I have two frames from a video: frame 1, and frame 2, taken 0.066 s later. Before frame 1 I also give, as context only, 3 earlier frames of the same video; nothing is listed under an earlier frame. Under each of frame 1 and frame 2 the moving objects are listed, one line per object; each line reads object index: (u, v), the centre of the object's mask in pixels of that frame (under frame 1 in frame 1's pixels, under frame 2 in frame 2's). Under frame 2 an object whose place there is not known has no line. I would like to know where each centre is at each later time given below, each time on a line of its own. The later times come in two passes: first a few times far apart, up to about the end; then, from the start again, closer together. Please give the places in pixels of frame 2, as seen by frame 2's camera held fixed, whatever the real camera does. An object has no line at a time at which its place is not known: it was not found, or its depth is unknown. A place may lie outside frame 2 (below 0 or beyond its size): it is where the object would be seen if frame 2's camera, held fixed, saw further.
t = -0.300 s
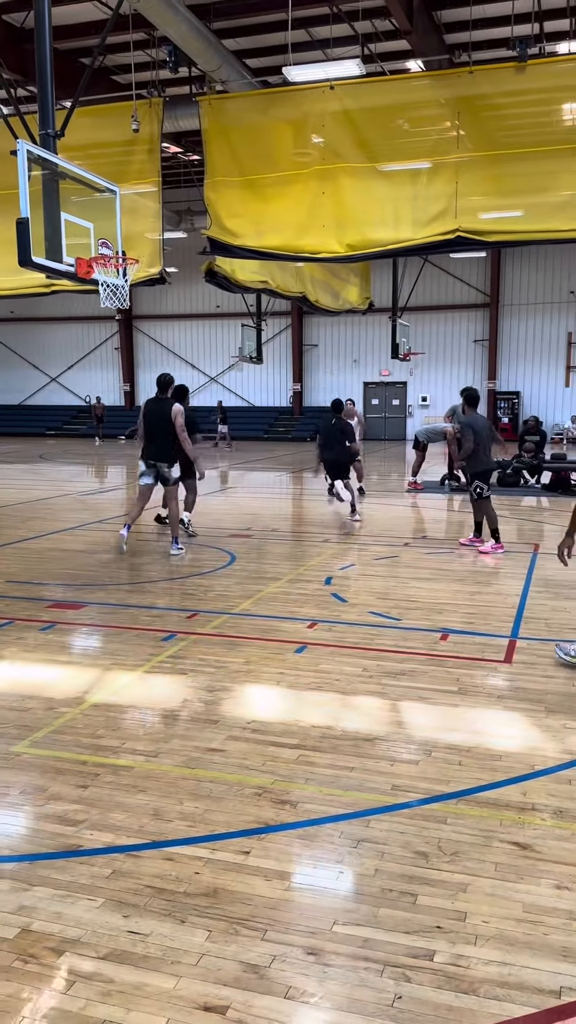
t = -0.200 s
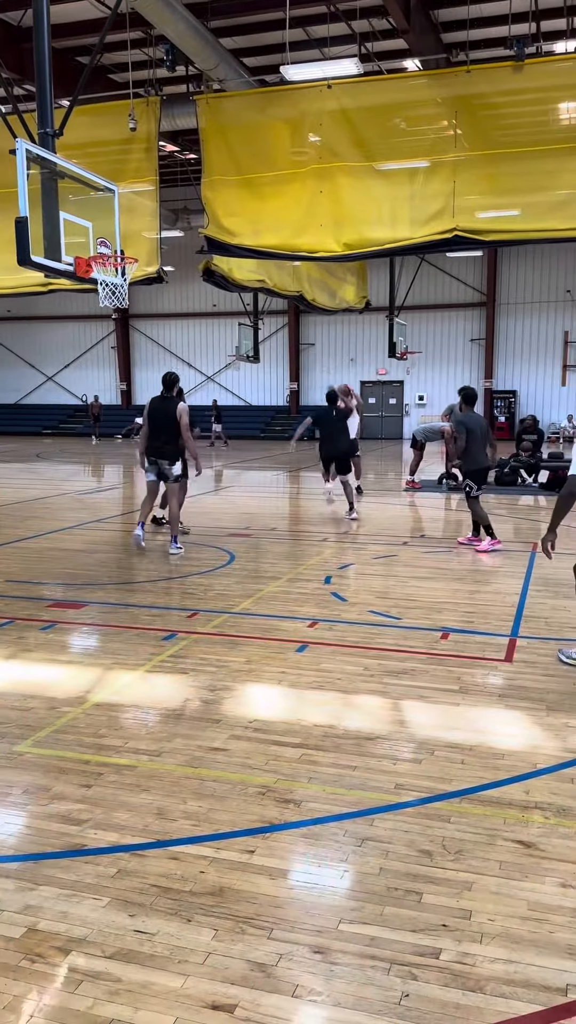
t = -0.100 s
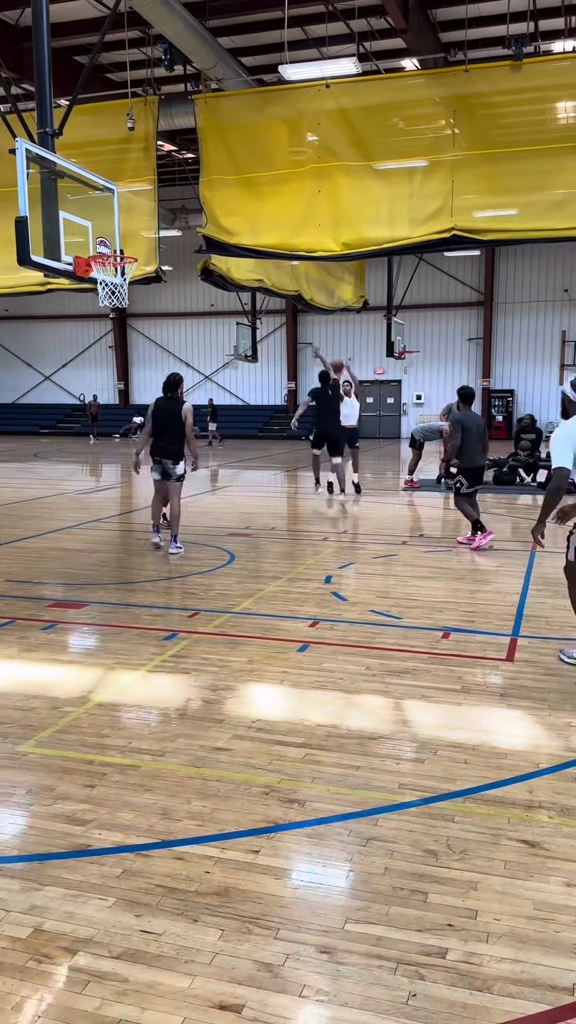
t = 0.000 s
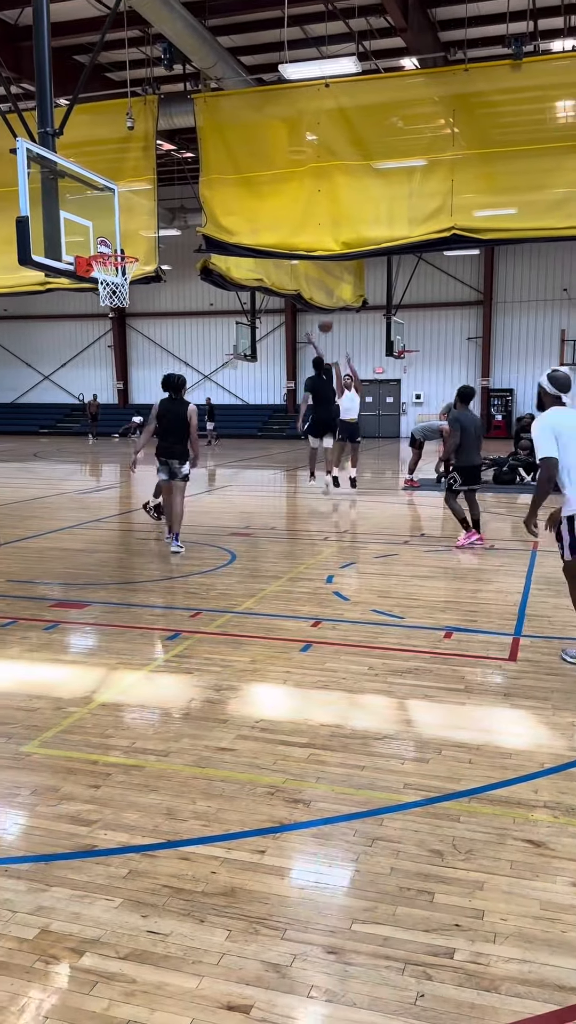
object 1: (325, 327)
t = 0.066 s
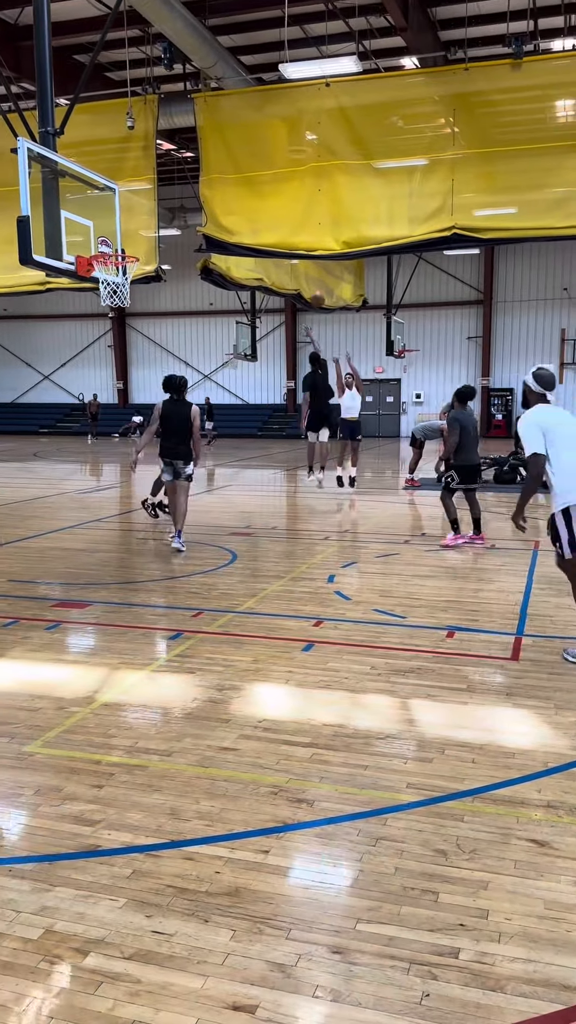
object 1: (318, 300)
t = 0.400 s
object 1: (268, 199)
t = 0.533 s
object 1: (244, 176)
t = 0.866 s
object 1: (180, 173)
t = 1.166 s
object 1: (107, 266)
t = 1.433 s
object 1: (148, 287)
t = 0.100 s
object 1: (313, 288)
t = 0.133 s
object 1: (309, 276)
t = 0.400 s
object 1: (268, 199)
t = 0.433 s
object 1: (262, 192)
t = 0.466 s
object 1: (257, 186)
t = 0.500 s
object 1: (251, 181)
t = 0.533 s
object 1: (244, 176)
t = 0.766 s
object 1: (199, 166)
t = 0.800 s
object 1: (194, 166)
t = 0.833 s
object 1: (188, 171)
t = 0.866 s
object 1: (180, 173)
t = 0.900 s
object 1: (175, 179)
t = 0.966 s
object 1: (156, 196)
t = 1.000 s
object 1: (144, 205)
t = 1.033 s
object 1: (135, 217)
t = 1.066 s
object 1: (127, 229)
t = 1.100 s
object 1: (117, 242)
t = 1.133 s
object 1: (109, 248)
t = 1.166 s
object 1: (107, 266)
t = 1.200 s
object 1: (120, 268)
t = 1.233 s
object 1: (130, 273)
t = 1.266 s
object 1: (138, 274)
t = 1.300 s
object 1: (142, 274)
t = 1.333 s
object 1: (147, 272)
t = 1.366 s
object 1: (148, 272)
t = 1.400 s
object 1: (148, 274)
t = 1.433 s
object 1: (148, 287)
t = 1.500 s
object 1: (147, 290)
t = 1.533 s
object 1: (144, 294)
